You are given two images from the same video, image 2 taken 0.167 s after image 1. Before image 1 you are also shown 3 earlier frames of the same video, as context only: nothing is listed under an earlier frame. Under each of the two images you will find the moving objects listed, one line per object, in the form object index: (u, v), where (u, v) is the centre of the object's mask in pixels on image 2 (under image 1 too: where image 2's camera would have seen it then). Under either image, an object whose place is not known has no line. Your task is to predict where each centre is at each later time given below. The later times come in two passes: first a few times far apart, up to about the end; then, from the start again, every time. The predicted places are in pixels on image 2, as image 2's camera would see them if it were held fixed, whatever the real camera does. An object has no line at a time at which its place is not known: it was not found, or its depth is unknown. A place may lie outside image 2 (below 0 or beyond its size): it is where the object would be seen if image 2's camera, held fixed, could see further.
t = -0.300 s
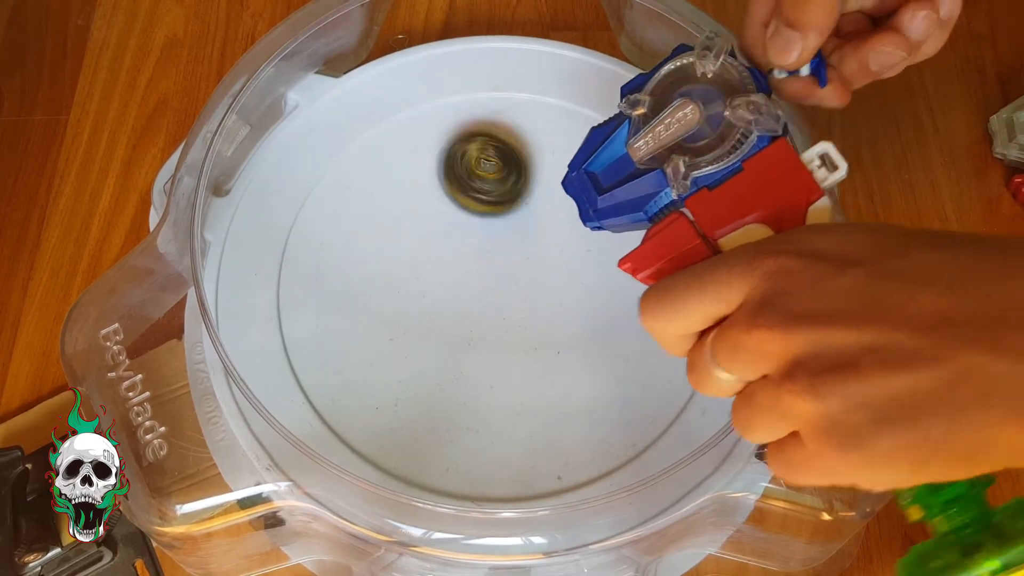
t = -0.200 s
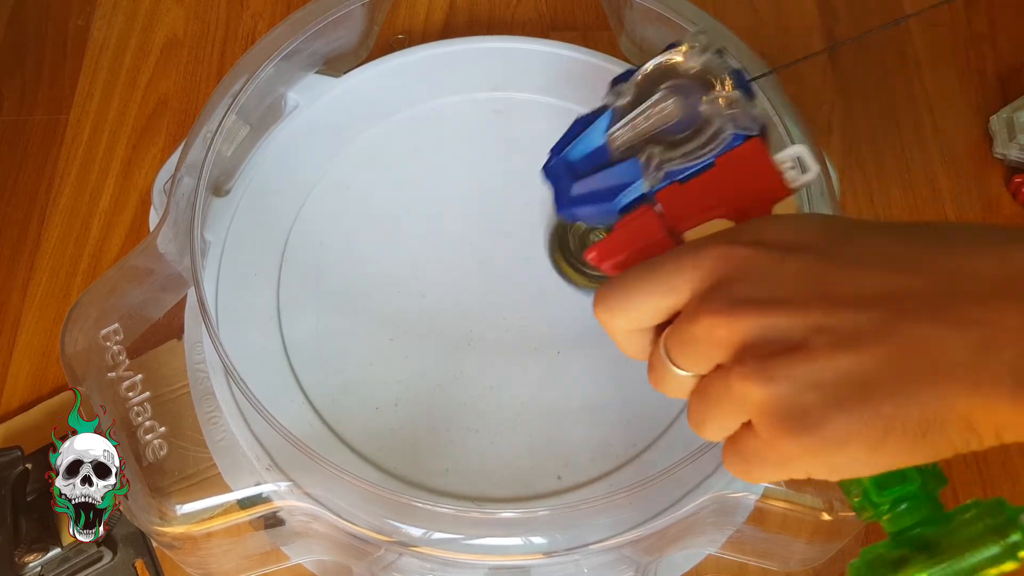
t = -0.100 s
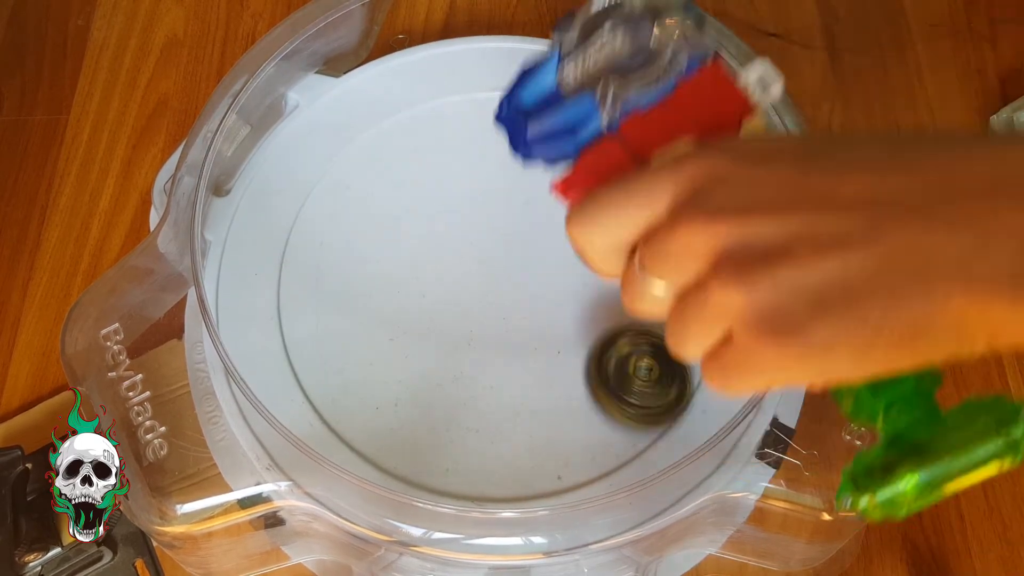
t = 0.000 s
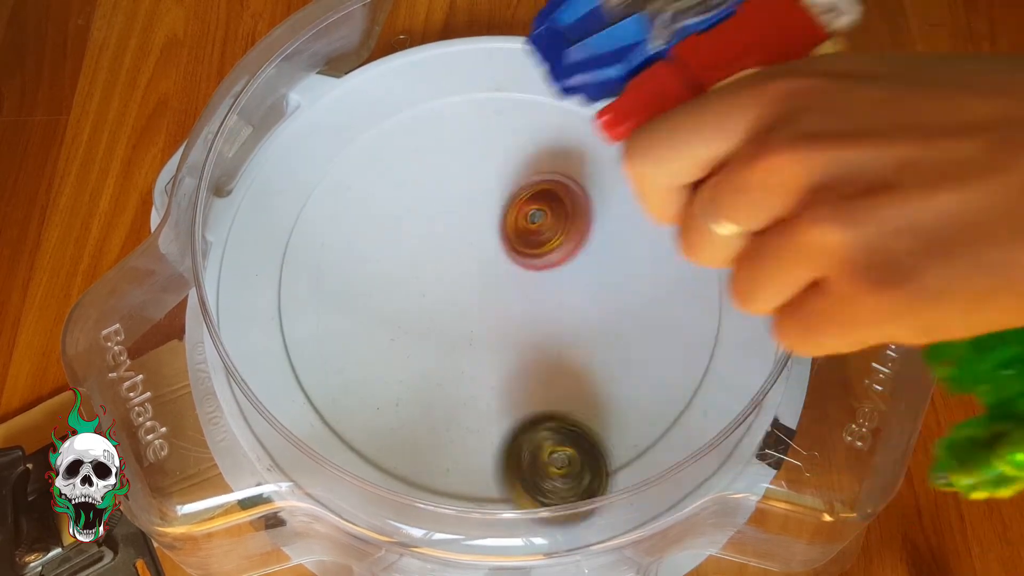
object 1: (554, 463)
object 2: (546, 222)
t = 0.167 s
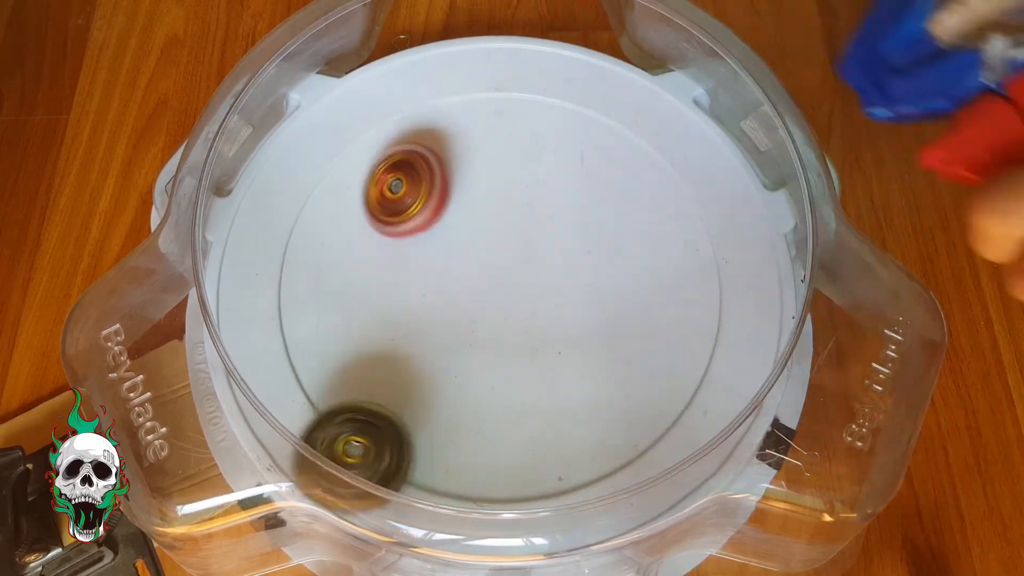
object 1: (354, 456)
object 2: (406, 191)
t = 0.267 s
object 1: (304, 398)
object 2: (364, 177)
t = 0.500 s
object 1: (472, 266)
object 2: (449, 122)
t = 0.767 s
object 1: (627, 429)
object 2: (670, 106)
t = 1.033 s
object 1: (438, 370)
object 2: (642, 233)
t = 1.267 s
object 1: (349, 308)
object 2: (618, 84)
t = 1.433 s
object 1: (417, 210)
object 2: (582, 90)
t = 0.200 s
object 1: (327, 445)
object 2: (387, 185)
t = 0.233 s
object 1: (310, 425)
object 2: (373, 179)
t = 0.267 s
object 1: (304, 398)
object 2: (364, 177)
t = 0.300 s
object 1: (307, 369)
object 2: (360, 176)
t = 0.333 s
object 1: (318, 335)
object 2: (362, 178)
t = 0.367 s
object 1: (335, 300)
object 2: (369, 182)
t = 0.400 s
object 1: (361, 276)
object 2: (382, 180)
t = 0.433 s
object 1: (392, 272)
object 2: (401, 159)
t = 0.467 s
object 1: (430, 267)
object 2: (423, 139)
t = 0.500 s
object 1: (472, 266)
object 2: (449, 122)
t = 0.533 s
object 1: (514, 271)
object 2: (478, 107)
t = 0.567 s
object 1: (554, 283)
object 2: (507, 92)
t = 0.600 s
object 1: (589, 302)
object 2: (537, 84)
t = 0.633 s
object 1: (620, 325)
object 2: (567, 82)
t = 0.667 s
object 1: (644, 354)
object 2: (597, 84)
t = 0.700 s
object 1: (661, 388)
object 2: (627, 86)
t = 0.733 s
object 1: (659, 415)
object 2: (654, 89)
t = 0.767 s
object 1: (627, 429)
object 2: (670, 106)
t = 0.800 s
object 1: (594, 440)
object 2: (682, 125)
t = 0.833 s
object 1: (562, 448)
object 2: (691, 143)
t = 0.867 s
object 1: (532, 453)
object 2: (697, 159)
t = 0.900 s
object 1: (503, 454)
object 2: (698, 174)
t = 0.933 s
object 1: (475, 447)
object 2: (694, 188)
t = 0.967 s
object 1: (454, 429)
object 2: (683, 206)
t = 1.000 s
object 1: (441, 402)
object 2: (666, 220)
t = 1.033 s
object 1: (438, 370)
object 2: (642, 233)
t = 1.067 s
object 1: (445, 337)
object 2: (611, 244)
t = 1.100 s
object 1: (461, 306)
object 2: (577, 250)
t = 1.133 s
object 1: (448, 300)
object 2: (572, 232)
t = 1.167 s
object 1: (411, 310)
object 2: (590, 189)
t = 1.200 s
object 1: (381, 314)
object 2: (605, 144)
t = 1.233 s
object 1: (361, 314)
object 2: (616, 105)
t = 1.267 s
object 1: (349, 308)
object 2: (618, 84)
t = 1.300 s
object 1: (346, 297)
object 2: (617, 74)
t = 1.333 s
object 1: (352, 280)
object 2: (614, 65)
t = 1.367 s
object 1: (366, 257)
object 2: (603, 73)
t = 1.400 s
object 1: (389, 232)
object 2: (592, 81)
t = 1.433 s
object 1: (417, 210)
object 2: (582, 90)
